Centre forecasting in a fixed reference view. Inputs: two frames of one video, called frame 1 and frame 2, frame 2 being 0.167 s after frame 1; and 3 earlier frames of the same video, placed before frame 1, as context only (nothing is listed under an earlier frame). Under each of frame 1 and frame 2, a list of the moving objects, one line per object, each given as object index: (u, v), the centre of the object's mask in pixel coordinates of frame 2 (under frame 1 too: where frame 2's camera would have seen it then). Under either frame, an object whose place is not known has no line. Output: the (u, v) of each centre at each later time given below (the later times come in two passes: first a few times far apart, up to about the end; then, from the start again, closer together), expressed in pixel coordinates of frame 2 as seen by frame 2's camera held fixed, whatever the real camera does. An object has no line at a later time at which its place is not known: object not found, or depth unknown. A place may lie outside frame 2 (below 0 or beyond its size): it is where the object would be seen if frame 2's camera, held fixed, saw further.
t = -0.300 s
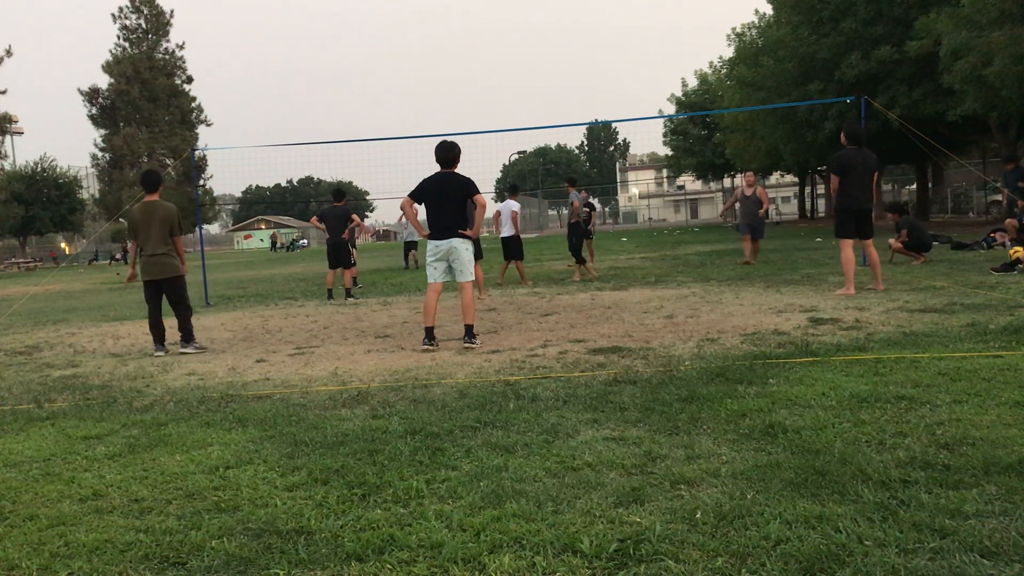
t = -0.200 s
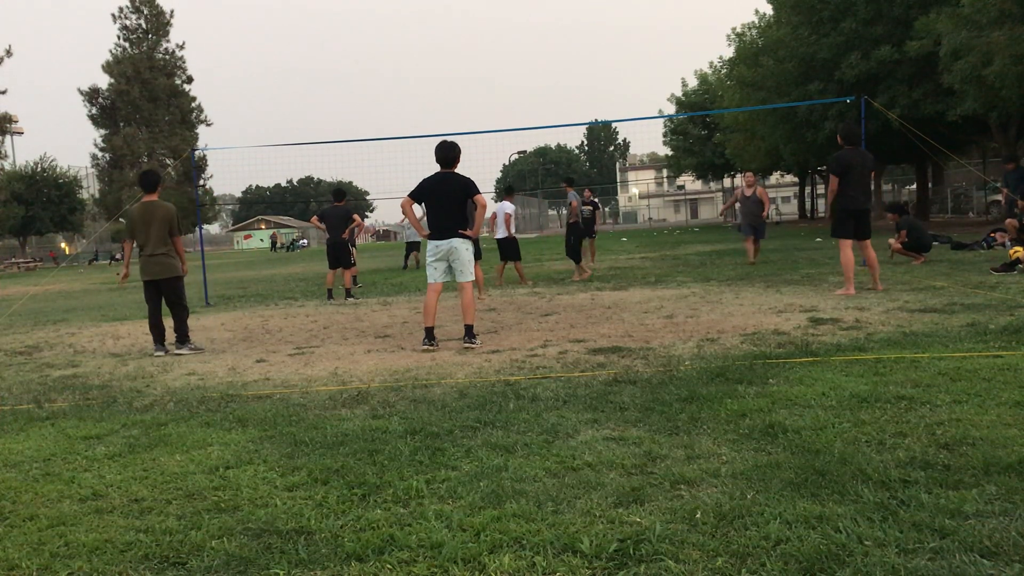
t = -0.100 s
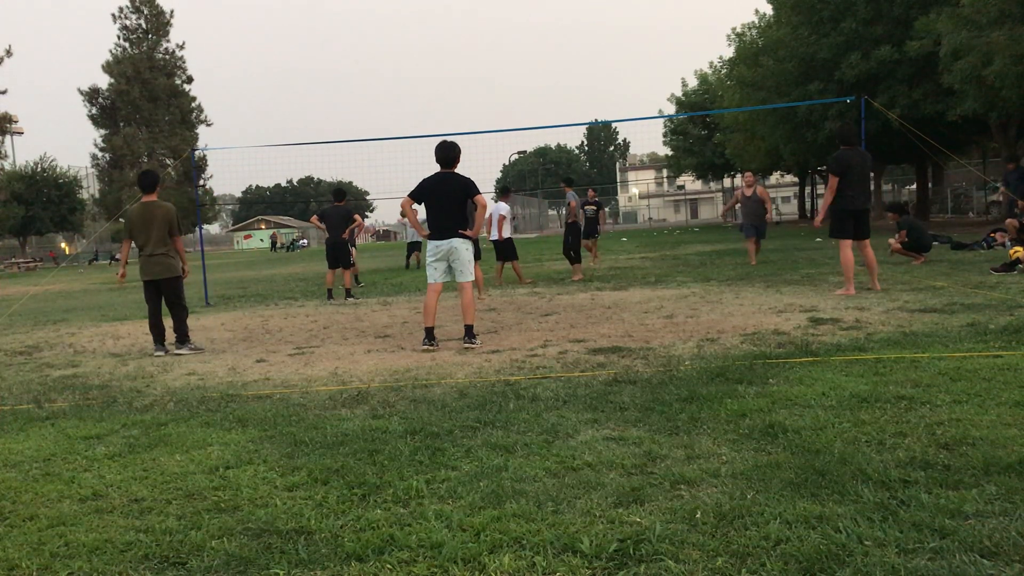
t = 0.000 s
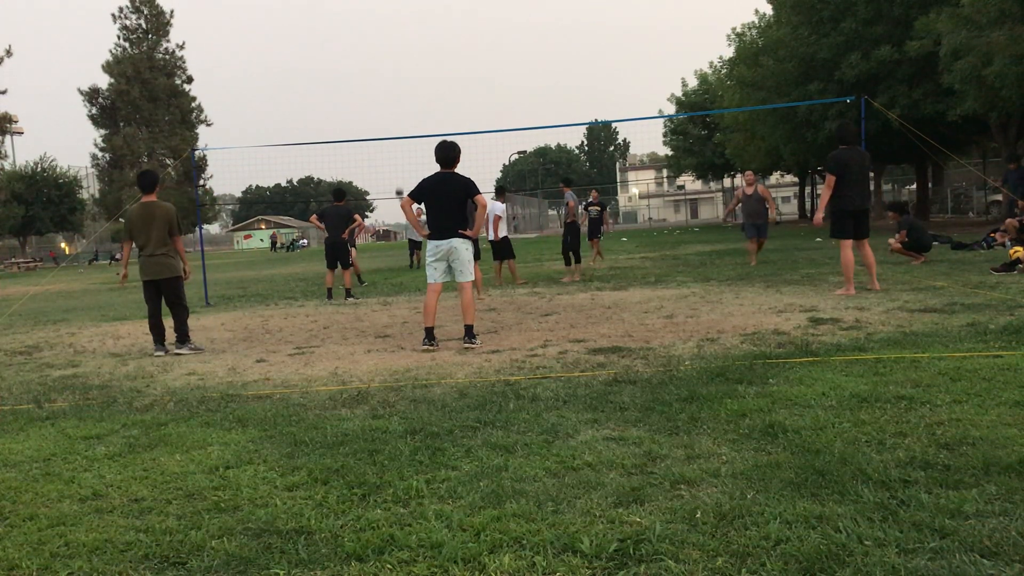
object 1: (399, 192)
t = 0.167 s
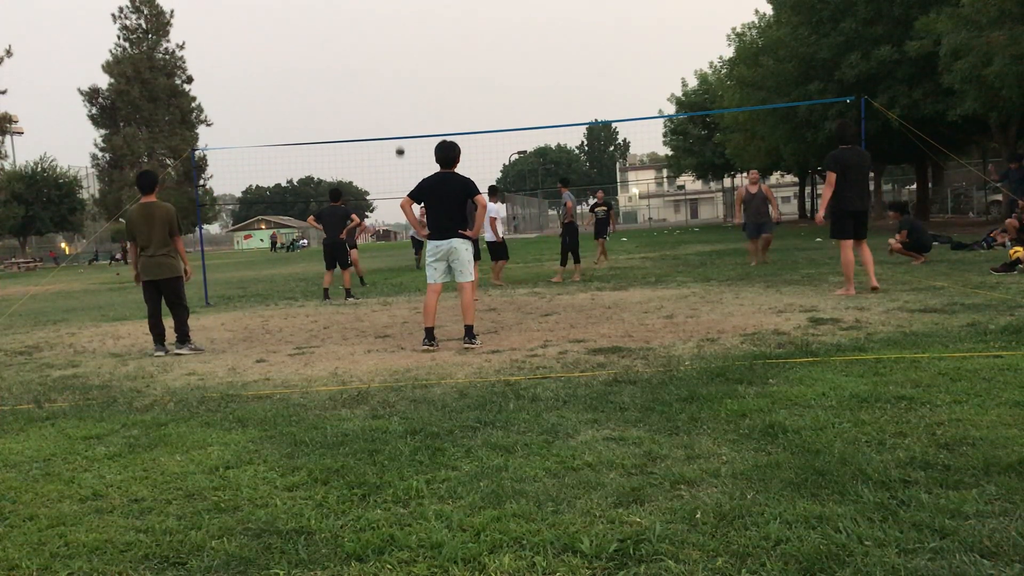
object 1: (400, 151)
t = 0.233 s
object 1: (400, 135)
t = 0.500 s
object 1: (401, 82)
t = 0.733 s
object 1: (401, 52)
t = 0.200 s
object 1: (400, 144)
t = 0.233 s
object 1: (400, 135)
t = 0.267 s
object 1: (400, 128)
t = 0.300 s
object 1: (400, 121)
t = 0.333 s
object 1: (400, 114)
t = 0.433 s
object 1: (400, 94)
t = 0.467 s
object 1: (401, 88)
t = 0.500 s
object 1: (401, 82)
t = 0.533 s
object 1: (401, 76)
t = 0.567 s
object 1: (401, 71)
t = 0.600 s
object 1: (401, 67)
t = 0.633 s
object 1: (401, 63)
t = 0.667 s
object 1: (401, 59)
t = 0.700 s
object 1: (401, 55)
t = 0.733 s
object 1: (401, 52)
